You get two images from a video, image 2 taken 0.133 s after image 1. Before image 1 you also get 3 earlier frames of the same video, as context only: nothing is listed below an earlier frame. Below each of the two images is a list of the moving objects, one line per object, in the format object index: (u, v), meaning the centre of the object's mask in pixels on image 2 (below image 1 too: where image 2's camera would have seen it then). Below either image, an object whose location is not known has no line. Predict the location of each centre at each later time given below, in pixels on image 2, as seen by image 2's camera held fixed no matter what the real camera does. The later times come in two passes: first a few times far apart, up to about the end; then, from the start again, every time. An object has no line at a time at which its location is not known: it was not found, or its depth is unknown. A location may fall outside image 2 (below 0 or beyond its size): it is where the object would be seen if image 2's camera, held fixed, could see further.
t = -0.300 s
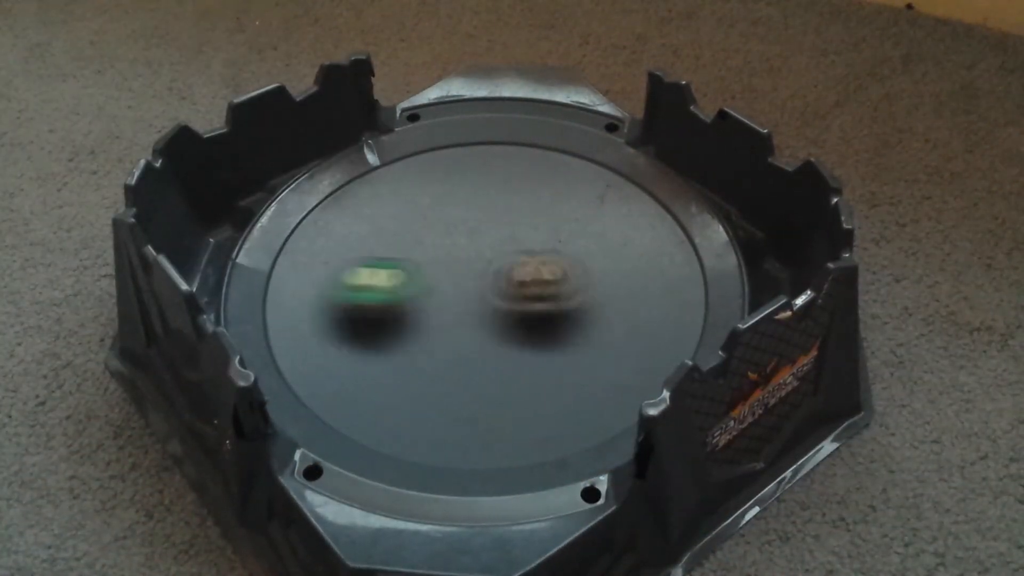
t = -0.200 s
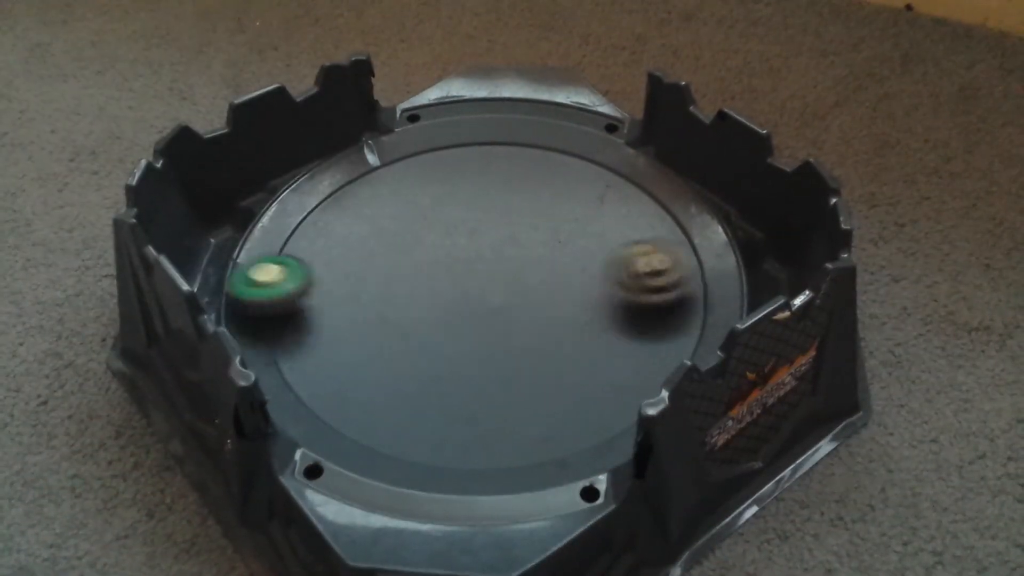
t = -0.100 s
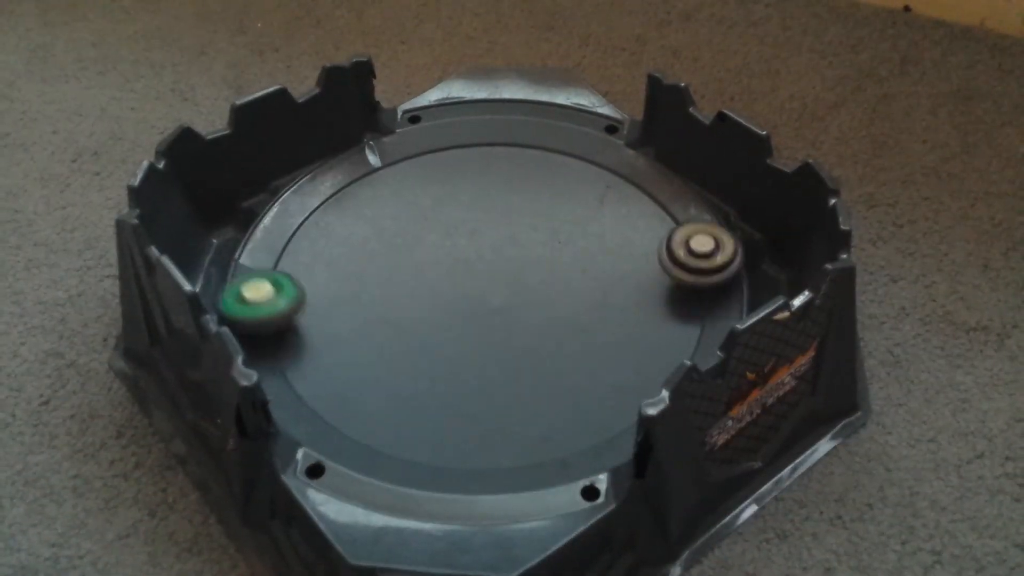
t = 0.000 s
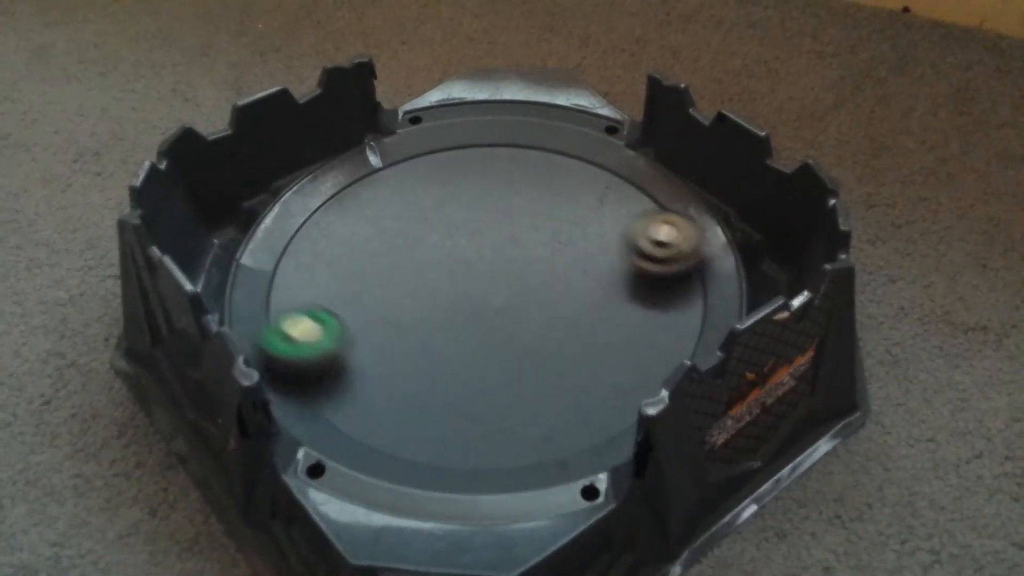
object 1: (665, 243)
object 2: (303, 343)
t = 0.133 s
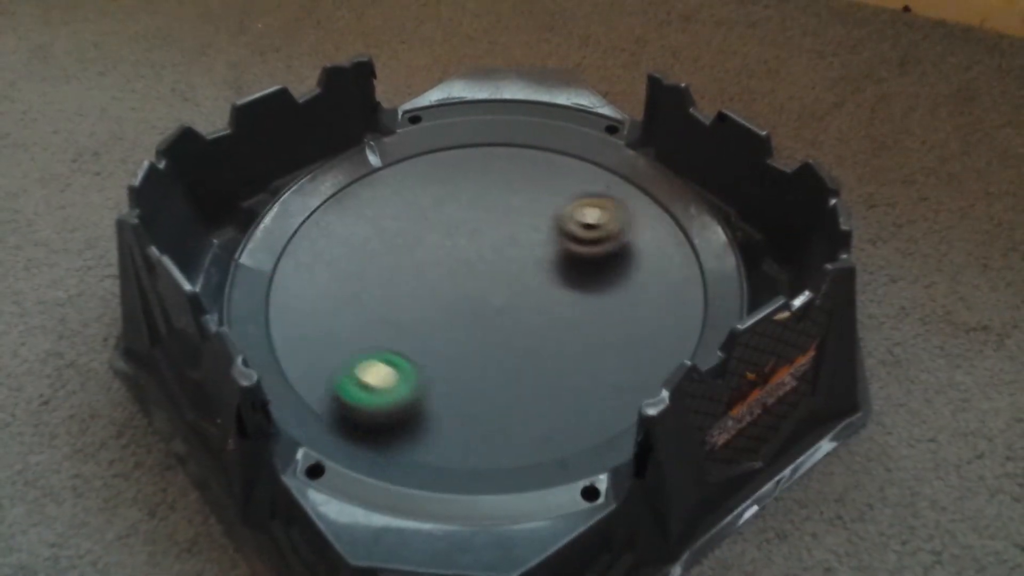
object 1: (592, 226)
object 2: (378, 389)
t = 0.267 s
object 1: (535, 229)
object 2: (428, 412)
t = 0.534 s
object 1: (471, 277)
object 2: (505, 388)
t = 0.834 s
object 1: (460, 299)
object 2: (552, 336)
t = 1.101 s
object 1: (468, 313)
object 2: (527, 270)
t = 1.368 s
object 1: (487, 315)
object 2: (441, 251)
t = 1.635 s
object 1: (494, 302)
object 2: (413, 280)
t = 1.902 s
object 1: (539, 288)
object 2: (384, 298)
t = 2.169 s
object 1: (647, 238)
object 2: (315, 338)
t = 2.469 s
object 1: (533, 213)
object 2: (424, 358)
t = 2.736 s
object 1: (473, 243)
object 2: (508, 333)
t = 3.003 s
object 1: (464, 252)
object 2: (579, 308)
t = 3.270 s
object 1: (480, 293)
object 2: (562, 240)
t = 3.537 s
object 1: (502, 309)
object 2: (505, 223)
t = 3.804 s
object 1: (515, 302)
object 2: (469, 252)
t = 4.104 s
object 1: (616, 378)
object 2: (357, 195)
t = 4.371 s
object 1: (609, 329)
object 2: (348, 293)
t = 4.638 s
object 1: (549, 302)
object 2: (457, 349)
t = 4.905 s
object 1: (532, 269)
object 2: (528, 355)
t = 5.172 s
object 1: (488, 271)
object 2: (580, 307)
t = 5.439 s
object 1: (474, 278)
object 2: (562, 271)
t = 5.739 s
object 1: (392, 291)
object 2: (593, 237)
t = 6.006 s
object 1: (414, 298)
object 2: (548, 230)
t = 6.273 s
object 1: (431, 305)
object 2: (515, 244)
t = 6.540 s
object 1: (416, 336)
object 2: (541, 221)
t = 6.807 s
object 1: (471, 321)
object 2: (500, 248)
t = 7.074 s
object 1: (482, 429)
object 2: (512, 156)
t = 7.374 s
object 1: (570, 380)
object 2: (418, 199)
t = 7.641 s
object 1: (561, 320)
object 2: (406, 291)
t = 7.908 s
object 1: (524, 287)
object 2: (492, 357)
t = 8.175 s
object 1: (497, 277)
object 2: (586, 355)
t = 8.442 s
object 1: (490, 279)
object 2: (620, 316)
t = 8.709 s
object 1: (490, 280)
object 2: (596, 286)
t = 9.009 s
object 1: (430, 275)
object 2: (593, 271)
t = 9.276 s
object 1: (430, 288)
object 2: (549, 265)
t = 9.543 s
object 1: (389, 322)
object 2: (580, 246)
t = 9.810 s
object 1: (412, 331)
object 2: (542, 233)
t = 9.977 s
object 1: (446, 330)
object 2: (503, 241)
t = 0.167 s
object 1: (576, 225)
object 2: (393, 397)
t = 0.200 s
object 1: (561, 225)
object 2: (406, 404)
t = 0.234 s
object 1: (548, 227)
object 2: (417, 409)
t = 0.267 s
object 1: (535, 229)
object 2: (428, 412)
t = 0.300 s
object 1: (524, 233)
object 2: (438, 414)
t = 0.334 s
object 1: (513, 237)
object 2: (449, 414)
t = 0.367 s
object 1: (504, 243)
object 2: (459, 412)
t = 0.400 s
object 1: (495, 249)
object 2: (469, 410)
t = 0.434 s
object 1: (487, 255)
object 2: (479, 406)
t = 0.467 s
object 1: (481, 262)
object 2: (488, 400)
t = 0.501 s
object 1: (475, 270)
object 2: (497, 394)
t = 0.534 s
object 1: (471, 277)
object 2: (505, 388)
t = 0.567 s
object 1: (469, 283)
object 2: (511, 379)
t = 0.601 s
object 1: (469, 290)
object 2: (515, 369)
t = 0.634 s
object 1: (471, 297)
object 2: (519, 360)
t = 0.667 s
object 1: (468, 299)
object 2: (528, 358)
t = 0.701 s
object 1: (463, 295)
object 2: (539, 360)
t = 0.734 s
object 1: (460, 294)
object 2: (547, 359)
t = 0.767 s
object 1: (459, 294)
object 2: (550, 353)
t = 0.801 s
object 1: (458, 295)
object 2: (553, 346)
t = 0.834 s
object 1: (460, 299)
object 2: (552, 336)
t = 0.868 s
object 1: (462, 304)
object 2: (551, 327)
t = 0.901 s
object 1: (463, 308)
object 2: (552, 317)
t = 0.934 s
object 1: (461, 310)
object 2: (555, 308)
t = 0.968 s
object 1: (460, 311)
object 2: (554, 301)
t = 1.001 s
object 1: (460, 312)
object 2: (550, 293)
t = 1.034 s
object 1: (463, 312)
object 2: (544, 285)
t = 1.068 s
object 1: (466, 312)
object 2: (536, 277)
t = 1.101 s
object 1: (468, 313)
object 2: (527, 270)
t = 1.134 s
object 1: (470, 314)
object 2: (519, 263)
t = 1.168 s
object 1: (472, 315)
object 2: (508, 257)
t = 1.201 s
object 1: (475, 316)
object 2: (496, 251)
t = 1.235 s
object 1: (478, 316)
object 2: (484, 249)
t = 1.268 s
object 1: (480, 317)
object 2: (472, 248)
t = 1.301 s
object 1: (483, 316)
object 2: (461, 248)
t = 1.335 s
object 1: (485, 316)
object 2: (450, 249)
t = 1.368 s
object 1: (487, 315)
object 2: (441, 251)
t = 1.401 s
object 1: (488, 314)
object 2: (433, 253)
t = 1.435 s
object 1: (488, 312)
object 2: (427, 258)
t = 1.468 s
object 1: (489, 310)
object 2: (423, 262)
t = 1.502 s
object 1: (489, 308)
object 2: (420, 266)
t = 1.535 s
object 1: (488, 306)
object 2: (418, 270)
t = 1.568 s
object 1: (489, 303)
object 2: (417, 274)
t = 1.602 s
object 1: (492, 302)
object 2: (414, 277)
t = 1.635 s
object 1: (494, 302)
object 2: (413, 280)
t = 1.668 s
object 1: (496, 301)
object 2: (412, 283)
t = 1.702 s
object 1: (497, 299)
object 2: (413, 286)
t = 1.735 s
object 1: (497, 298)
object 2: (414, 289)
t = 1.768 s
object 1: (500, 296)
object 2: (414, 292)
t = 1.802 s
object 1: (502, 294)
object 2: (415, 294)
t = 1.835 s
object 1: (503, 293)
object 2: (417, 297)
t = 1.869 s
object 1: (506, 291)
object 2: (418, 298)
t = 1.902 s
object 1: (539, 288)
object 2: (384, 298)
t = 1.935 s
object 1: (570, 284)
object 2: (354, 297)
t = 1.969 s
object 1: (597, 280)
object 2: (329, 297)
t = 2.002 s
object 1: (619, 275)
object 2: (314, 300)
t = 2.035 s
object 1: (635, 269)
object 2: (304, 304)
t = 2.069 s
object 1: (645, 262)
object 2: (301, 312)
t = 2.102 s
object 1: (651, 254)
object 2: (303, 320)
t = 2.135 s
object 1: (651, 247)
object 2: (308, 327)
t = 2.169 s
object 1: (647, 238)
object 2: (315, 338)
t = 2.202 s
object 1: (639, 229)
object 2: (324, 345)
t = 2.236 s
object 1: (628, 220)
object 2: (335, 351)
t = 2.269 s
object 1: (614, 214)
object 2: (346, 356)
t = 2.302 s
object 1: (600, 210)
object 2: (358, 360)
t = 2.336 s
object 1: (585, 208)
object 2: (371, 361)
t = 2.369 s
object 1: (570, 207)
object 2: (383, 361)
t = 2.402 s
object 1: (557, 208)
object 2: (396, 362)
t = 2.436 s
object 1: (544, 209)
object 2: (410, 361)
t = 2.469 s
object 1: (533, 213)
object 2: (424, 358)
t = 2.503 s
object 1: (523, 217)
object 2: (437, 355)
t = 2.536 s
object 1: (513, 222)
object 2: (449, 350)
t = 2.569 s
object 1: (504, 228)
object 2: (460, 345)
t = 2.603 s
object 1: (497, 234)
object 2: (471, 339)
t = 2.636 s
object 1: (490, 241)
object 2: (481, 331)
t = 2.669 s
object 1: (484, 249)
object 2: (490, 322)
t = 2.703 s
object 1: (479, 251)
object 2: (497, 321)
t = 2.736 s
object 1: (473, 243)
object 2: (508, 333)
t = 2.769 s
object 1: (468, 238)
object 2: (519, 342)
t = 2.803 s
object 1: (465, 235)
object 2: (529, 347)
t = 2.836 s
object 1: (463, 234)
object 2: (539, 347)
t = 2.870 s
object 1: (462, 235)
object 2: (548, 345)
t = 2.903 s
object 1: (461, 238)
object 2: (557, 339)
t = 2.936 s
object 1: (461, 242)
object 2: (566, 330)
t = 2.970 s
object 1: (462, 247)
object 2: (573, 319)
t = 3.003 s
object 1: (464, 252)
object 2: (579, 308)
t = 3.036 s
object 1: (465, 257)
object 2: (582, 298)
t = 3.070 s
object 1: (467, 263)
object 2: (584, 288)
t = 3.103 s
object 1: (469, 269)
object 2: (583, 277)
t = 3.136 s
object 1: (471, 274)
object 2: (582, 268)
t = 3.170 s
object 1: (473, 279)
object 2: (578, 261)
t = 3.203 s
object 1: (475, 284)
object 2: (574, 253)
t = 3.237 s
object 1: (478, 289)
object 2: (568, 246)
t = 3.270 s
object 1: (480, 293)
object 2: (562, 240)
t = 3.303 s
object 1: (483, 296)
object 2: (556, 234)
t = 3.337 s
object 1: (486, 300)
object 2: (549, 230)
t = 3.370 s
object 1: (489, 303)
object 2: (542, 227)
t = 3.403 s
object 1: (491, 305)
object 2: (535, 225)
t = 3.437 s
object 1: (494, 307)
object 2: (527, 223)
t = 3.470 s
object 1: (497, 308)
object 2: (520, 223)
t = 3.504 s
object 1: (499, 309)
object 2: (512, 223)
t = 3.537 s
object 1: (502, 309)
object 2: (505, 223)
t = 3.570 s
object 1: (504, 309)
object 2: (499, 226)
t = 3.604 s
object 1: (507, 309)
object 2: (493, 228)
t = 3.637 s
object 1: (509, 308)
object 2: (487, 231)
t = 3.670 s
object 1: (511, 307)
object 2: (482, 235)
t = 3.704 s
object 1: (512, 306)
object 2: (478, 238)
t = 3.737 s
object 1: (513, 304)
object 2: (475, 243)
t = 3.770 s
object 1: (514, 303)
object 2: (472, 248)
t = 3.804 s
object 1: (515, 302)
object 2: (469, 252)
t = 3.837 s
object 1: (523, 312)
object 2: (465, 249)
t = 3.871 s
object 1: (545, 336)
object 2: (445, 227)
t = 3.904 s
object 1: (561, 353)
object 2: (427, 208)
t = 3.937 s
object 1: (574, 368)
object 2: (413, 194)
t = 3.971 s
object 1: (588, 378)
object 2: (400, 185)
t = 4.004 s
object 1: (599, 383)
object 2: (388, 182)
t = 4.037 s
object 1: (606, 384)
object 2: (377, 182)
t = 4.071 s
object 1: (611, 382)
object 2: (366, 188)
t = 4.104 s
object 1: (616, 378)
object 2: (357, 195)
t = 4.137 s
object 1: (620, 373)
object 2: (347, 207)
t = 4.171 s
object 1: (622, 367)
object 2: (341, 219)
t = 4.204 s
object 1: (622, 360)
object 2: (336, 231)
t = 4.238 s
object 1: (621, 354)
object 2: (334, 243)
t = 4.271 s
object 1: (620, 347)
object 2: (334, 256)
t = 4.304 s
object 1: (617, 341)
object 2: (336, 268)
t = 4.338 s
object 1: (613, 335)
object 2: (341, 280)
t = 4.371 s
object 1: (609, 329)
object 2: (348, 293)
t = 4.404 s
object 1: (603, 324)
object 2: (356, 303)
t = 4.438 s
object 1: (597, 319)
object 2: (367, 313)
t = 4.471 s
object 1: (590, 315)
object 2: (378, 321)
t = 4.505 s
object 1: (582, 312)
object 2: (393, 330)
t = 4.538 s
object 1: (574, 308)
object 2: (407, 339)
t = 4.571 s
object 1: (566, 306)
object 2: (423, 345)
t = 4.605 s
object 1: (558, 304)
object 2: (440, 346)
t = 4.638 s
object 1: (549, 302)
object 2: (457, 349)
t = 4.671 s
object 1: (542, 300)
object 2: (474, 350)
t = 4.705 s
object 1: (545, 292)
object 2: (476, 357)
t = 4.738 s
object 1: (547, 284)
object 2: (479, 362)
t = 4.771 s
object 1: (547, 278)
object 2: (485, 364)
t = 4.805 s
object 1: (545, 274)
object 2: (493, 364)
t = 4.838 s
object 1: (541, 271)
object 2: (504, 363)
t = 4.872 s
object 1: (537, 269)
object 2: (516, 360)
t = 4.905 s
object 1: (532, 269)
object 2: (528, 355)
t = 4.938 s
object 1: (526, 268)
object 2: (538, 351)
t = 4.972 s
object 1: (521, 268)
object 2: (547, 346)
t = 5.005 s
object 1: (515, 268)
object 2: (556, 339)
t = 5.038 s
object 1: (509, 268)
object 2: (564, 334)
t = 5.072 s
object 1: (503, 269)
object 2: (570, 327)
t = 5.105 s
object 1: (497, 269)
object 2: (575, 320)
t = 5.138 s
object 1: (492, 270)
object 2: (578, 313)
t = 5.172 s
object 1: (488, 271)
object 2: (580, 307)
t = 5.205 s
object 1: (484, 273)
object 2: (581, 301)
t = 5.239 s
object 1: (481, 274)
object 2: (581, 295)
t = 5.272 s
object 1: (479, 275)
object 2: (580, 289)
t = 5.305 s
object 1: (477, 275)
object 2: (578, 285)
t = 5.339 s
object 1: (476, 276)
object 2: (574, 280)
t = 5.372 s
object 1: (475, 277)
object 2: (571, 277)
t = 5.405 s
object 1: (474, 278)
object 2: (567, 274)
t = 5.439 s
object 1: (474, 278)
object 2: (562, 271)
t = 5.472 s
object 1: (473, 279)
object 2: (557, 270)
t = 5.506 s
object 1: (462, 280)
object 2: (563, 266)
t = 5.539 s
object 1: (442, 281)
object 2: (583, 262)
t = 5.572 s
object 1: (424, 282)
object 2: (595, 257)
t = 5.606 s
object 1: (410, 283)
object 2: (601, 252)
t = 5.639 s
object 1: (400, 285)
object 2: (602, 248)
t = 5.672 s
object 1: (395, 287)
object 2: (600, 244)
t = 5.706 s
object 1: (392, 289)
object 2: (597, 240)
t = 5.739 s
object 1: (392, 291)
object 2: (593, 237)
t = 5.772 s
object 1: (393, 292)
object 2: (589, 234)
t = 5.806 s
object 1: (395, 294)
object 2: (584, 232)
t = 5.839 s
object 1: (398, 295)
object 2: (578, 230)
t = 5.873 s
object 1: (401, 296)
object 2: (572, 229)
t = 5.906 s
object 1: (405, 297)
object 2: (566, 229)
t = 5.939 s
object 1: (408, 297)
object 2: (560, 229)
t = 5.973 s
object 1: (411, 298)
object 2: (554, 230)
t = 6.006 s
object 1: (414, 298)
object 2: (548, 230)
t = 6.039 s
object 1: (417, 299)
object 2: (541, 232)
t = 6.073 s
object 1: (420, 298)
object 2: (534, 234)
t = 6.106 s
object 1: (424, 298)
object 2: (528, 236)
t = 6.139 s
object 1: (428, 298)
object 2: (521, 240)
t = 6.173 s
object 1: (433, 297)
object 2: (515, 243)
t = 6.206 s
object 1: (438, 296)
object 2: (509, 246)
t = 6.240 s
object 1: (442, 296)
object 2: (504, 250)
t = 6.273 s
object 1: (431, 305)
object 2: (515, 244)
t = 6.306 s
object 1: (414, 317)
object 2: (531, 235)
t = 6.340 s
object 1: (404, 326)
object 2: (545, 227)
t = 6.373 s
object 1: (399, 332)
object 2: (553, 222)
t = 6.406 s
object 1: (399, 336)
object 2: (556, 220)
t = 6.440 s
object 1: (401, 337)
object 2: (555, 218)
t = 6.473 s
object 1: (404, 338)
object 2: (551, 219)
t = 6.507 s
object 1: (410, 337)
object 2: (546, 219)
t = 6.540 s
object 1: (416, 336)
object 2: (541, 221)
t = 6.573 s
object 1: (422, 335)
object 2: (535, 223)
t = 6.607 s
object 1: (429, 334)
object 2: (529, 225)
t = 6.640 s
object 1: (436, 332)
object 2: (524, 228)
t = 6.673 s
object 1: (444, 329)
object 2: (518, 231)
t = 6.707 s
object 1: (451, 327)
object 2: (513, 235)
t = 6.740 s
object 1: (457, 325)
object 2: (508, 239)
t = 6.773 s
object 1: (464, 323)
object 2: (504, 243)
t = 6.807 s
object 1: (471, 321)
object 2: (500, 248)
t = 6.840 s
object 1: (478, 319)
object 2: (496, 253)
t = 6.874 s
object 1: (482, 326)
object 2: (495, 254)
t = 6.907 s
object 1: (476, 352)
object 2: (503, 232)
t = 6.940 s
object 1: (472, 376)
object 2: (509, 206)
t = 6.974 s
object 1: (470, 399)
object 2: (514, 187)
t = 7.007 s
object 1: (469, 414)
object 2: (516, 171)
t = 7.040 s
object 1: (474, 424)
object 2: (515, 161)
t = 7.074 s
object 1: (482, 429)
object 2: (512, 156)
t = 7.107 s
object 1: (492, 431)
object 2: (505, 153)
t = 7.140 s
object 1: (504, 430)
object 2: (495, 154)
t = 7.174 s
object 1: (517, 427)
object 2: (483, 157)
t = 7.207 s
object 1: (529, 422)
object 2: (470, 161)
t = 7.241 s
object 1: (540, 415)
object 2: (457, 169)
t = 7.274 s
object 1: (550, 407)
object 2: (446, 174)
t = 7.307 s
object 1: (558, 398)
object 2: (435, 182)
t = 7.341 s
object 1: (564, 390)
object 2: (426, 190)
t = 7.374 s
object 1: (570, 380)
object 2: (418, 199)
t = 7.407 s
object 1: (574, 371)
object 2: (412, 209)
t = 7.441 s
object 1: (576, 362)
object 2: (406, 220)
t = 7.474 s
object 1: (576, 353)
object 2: (401, 231)
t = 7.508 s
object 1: (575, 346)
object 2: (399, 241)
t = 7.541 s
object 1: (572, 339)
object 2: (398, 254)
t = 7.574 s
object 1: (570, 332)
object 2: (399, 266)
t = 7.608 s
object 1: (566, 326)
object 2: (402, 279)
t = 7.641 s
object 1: (561, 320)
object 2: (406, 291)
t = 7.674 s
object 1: (557, 313)
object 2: (411, 301)
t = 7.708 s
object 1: (552, 309)
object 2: (418, 312)
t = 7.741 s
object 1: (547, 304)
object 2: (428, 322)
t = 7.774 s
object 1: (543, 299)
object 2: (438, 333)
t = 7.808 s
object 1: (538, 295)
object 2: (450, 340)
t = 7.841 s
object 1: (533, 292)
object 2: (463, 347)
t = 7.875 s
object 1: (529, 289)
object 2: (477, 352)
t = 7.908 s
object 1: (524, 287)
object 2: (492, 357)
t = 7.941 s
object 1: (520, 285)
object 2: (505, 360)
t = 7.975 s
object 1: (516, 283)
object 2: (518, 363)
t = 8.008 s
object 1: (512, 281)
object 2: (531, 364)
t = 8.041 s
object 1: (509, 280)
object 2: (544, 364)
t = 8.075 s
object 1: (505, 279)
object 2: (556, 362)
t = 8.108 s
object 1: (503, 278)
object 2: (567, 360)
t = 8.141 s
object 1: (500, 278)
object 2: (577, 358)
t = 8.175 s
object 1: (497, 277)
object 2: (586, 355)
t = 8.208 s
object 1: (495, 277)
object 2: (594, 351)
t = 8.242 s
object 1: (494, 278)
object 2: (601, 346)
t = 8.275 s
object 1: (493, 278)
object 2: (607, 342)
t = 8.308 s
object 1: (492, 278)
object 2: (612, 336)
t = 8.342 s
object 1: (491, 279)
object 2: (616, 331)
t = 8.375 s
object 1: (490, 279)
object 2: (618, 326)
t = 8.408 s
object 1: (490, 279)
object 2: (620, 321)
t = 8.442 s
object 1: (490, 279)
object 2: (620, 316)
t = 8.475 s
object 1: (490, 279)
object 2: (619, 311)
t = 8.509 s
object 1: (490, 279)
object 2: (618, 307)
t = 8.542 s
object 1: (490, 279)
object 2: (616, 302)
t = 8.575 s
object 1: (490, 279)
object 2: (613, 299)
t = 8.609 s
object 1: (490, 279)
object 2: (610, 295)
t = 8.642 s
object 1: (490, 279)
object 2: (605, 292)
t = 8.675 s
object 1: (490, 279)
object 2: (601, 288)
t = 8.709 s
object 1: (490, 280)
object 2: (596, 286)
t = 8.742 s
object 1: (490, 279)
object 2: (590, 283)
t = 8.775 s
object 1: (490, 279)
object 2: (584, 281)
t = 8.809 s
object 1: (490, 280)
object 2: (577, 279)
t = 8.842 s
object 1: (488, 279)
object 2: (573, 278)
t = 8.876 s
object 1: (485, 279)
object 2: (569, 276)
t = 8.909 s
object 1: (469, 277)
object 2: (579, 275)
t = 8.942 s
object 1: (453, 276)
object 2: (589, 274)
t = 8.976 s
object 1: (439, 276)
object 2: (593, 272)
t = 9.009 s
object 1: (430, 275)
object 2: (593, 271)
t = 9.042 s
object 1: (425, 276)
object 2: (590, 269)
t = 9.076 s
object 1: (421, 277)
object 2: (585, 268)
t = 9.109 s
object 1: (420, 278)
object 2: (580, 267)
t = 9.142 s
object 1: (421, 279)
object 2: (574, 266)
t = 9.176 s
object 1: (422, 281)
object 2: (568, 266)
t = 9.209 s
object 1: (425, 283)
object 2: (562, 265)
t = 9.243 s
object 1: (427, 286)
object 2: (556, 265)
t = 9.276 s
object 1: (430, 288)
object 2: (549, 265)
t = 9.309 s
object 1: (432, 290)
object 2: (543, 266)
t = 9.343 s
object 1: (435, 293)
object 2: (537, 266)
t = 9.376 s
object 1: (439, 295)
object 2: (530, 268)
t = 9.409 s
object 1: (444, 296)
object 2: (523, 269)
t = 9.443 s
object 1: (434, 303)
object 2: (531, 266)
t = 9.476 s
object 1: (411, 310)
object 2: (554, 258)
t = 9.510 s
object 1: (397, 317)
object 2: (570, 251)
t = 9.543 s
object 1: (389, 322)
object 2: (580, 246)
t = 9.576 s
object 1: (386, 325)
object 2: (583, 242)
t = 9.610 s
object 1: (386, 327)
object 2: (582, 240)
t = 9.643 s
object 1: (388, 328)
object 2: (577, 238)
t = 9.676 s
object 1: (392, 329)
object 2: (570, 236)
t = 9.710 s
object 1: (397, 330)
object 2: (563, 234)
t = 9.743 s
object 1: (402, 330)
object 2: (556, 233)
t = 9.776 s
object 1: (407, 331)
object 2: (549, 233)
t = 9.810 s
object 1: (412, 331)
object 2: (542, 233)
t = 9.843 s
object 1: (419, 331)
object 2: (534, 234)
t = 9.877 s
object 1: (425, 331)
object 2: (526, 234)
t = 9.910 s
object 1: (432, 331)
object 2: (518, 236)
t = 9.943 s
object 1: (439, 330)
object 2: (510, 238)
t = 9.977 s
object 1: (446, 330)
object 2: (503, 241)
